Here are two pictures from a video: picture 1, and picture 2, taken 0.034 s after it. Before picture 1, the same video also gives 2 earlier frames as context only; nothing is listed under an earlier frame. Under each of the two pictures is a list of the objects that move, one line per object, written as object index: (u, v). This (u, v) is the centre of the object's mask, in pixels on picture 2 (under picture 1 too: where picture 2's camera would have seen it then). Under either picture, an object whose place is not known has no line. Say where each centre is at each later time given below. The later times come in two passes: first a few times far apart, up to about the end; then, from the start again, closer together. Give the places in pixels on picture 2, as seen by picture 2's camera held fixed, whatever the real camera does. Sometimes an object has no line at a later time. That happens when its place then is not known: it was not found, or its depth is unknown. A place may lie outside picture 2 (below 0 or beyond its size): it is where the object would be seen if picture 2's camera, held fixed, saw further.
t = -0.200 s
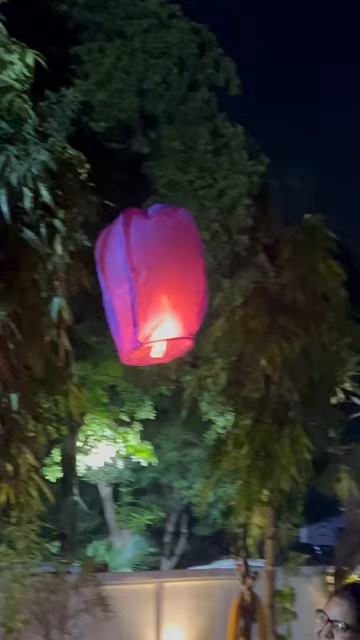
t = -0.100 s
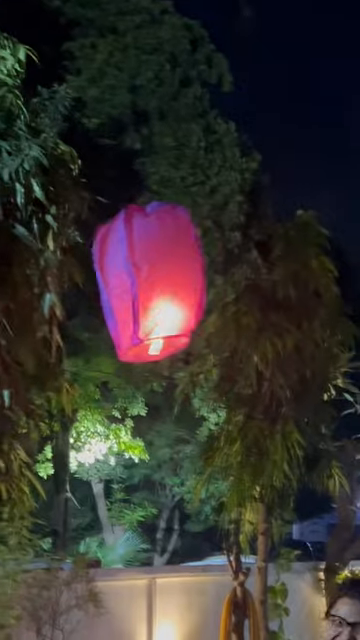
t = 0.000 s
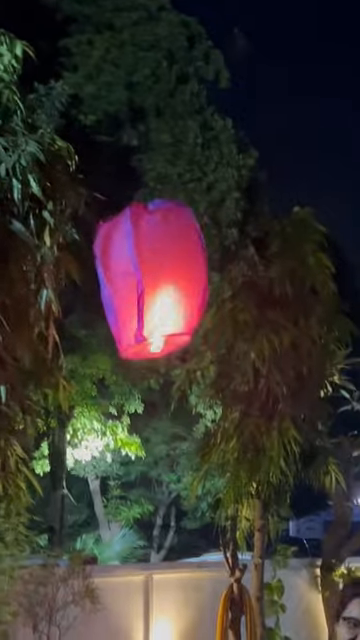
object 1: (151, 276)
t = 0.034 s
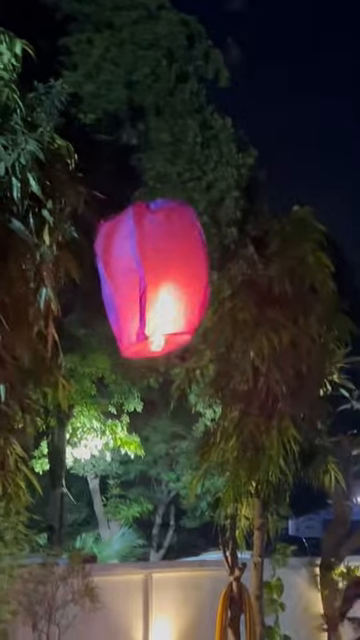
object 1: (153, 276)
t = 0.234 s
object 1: (162, 278)
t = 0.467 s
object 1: (172, 278)
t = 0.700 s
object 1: (181, 279)
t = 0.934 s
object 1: (189, 277)
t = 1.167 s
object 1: (197, 275)
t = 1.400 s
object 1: (204, 271)
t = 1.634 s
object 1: (211, 267)
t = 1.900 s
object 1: (221, 260)
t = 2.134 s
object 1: (229, 254)
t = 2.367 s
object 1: (236, 248)
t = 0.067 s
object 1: (154, 277)
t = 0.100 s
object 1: (156, 277)
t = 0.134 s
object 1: (157, 277)
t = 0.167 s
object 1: (159, 277)
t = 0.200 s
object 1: (161, 277)
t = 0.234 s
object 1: (162, 278)
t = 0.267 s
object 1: (163, 278)
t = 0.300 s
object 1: (165, 278)
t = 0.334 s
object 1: (166, 278)
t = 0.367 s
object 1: (168, 278)
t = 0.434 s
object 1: (171, 278)
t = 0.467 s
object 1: (172, 278)
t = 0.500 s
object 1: (173, 278)
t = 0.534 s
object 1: (175, 278)
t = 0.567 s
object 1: (176, 278)
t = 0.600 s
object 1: (178, 278)
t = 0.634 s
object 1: (179, 278)
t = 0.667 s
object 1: (180, 278)
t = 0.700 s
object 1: (181, 279)
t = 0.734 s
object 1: (183, 279)
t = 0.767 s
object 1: (184, 279)
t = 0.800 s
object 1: (185, 278)
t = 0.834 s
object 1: (186, 278)
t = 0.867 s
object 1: (187, 278)
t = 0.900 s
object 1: (188, 278)
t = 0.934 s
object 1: (189, 277)
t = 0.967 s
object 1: (191, 277)
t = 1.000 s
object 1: (192, 277)
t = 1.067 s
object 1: (194, 276)
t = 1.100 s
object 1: (195, 276)
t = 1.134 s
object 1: (196, 276)
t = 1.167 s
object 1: (197, 275)
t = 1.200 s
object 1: (198, 275)
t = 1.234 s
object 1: (198, 274)
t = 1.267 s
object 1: (200, 274)
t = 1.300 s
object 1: (201, 274)
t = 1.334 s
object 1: (202, 273)
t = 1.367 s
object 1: (203, 272)
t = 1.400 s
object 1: (204, 271)
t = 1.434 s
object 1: (205, 271)
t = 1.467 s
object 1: (206, 270)
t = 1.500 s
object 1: (207, 269)
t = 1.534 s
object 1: (208, 269)
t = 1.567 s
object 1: (209, 268)
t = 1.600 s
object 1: (210, 267)
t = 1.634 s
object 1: (211, 267)
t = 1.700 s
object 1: (213, 266)
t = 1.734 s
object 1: (215, 265)
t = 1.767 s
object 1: (216, 264)
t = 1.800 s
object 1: (217, 263)
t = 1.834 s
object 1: (218, 262)
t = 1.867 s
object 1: (220, 262)
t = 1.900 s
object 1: (221, 260)
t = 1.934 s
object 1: (222, 260)
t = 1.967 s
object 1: (223, 259)
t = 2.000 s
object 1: (224, 258)
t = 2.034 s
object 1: (226, 257)
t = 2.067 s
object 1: (227, 256)
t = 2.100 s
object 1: (228, 255)
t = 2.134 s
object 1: (229, 254)
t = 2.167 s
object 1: (230, 253)
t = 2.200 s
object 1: (231, 252)
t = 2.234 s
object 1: (232, 251)
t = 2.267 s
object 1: (233, 251)
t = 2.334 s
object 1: (235, 249)
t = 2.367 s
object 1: (236, 248)
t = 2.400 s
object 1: (237, 246)
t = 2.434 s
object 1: (238, 246)
